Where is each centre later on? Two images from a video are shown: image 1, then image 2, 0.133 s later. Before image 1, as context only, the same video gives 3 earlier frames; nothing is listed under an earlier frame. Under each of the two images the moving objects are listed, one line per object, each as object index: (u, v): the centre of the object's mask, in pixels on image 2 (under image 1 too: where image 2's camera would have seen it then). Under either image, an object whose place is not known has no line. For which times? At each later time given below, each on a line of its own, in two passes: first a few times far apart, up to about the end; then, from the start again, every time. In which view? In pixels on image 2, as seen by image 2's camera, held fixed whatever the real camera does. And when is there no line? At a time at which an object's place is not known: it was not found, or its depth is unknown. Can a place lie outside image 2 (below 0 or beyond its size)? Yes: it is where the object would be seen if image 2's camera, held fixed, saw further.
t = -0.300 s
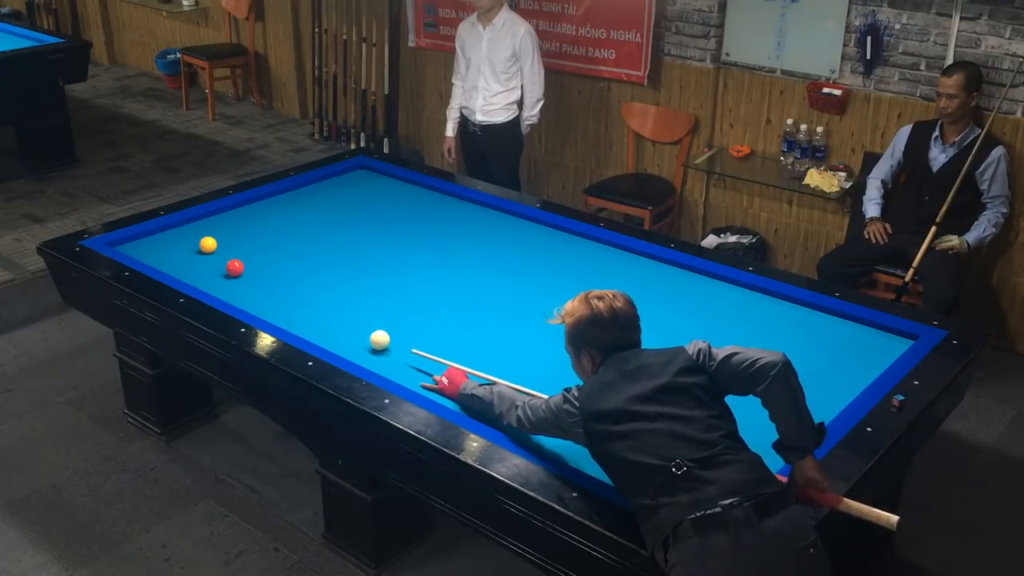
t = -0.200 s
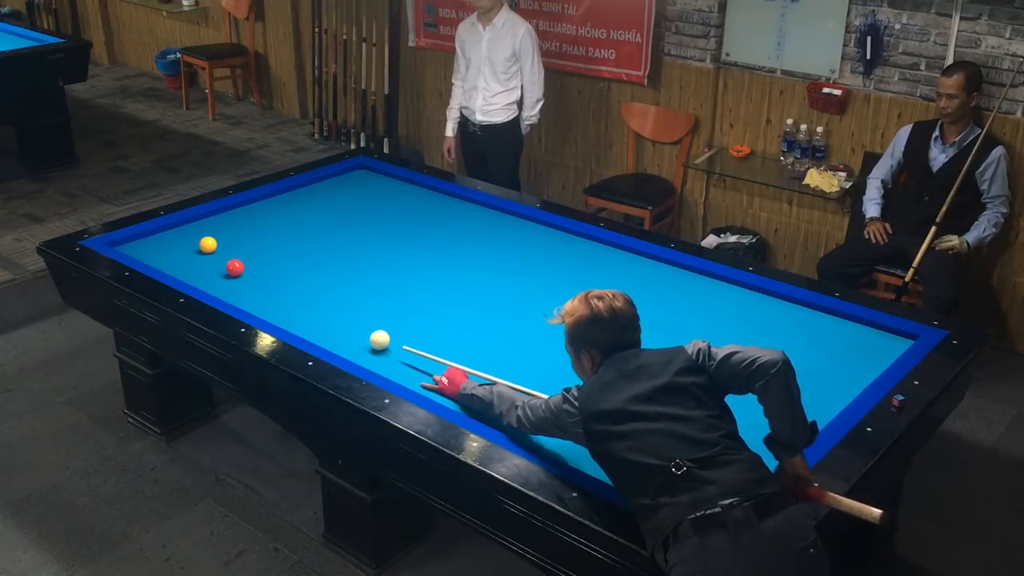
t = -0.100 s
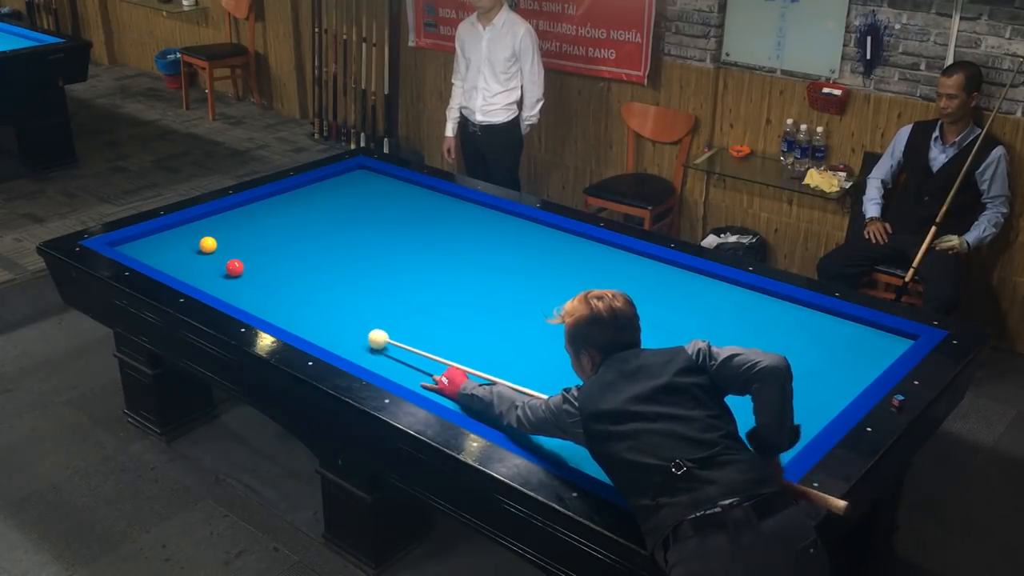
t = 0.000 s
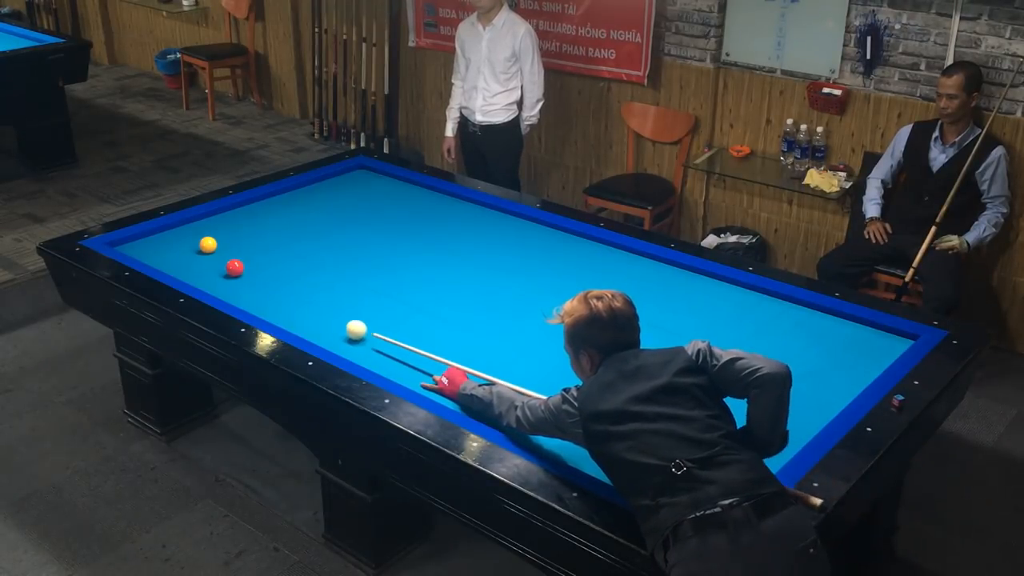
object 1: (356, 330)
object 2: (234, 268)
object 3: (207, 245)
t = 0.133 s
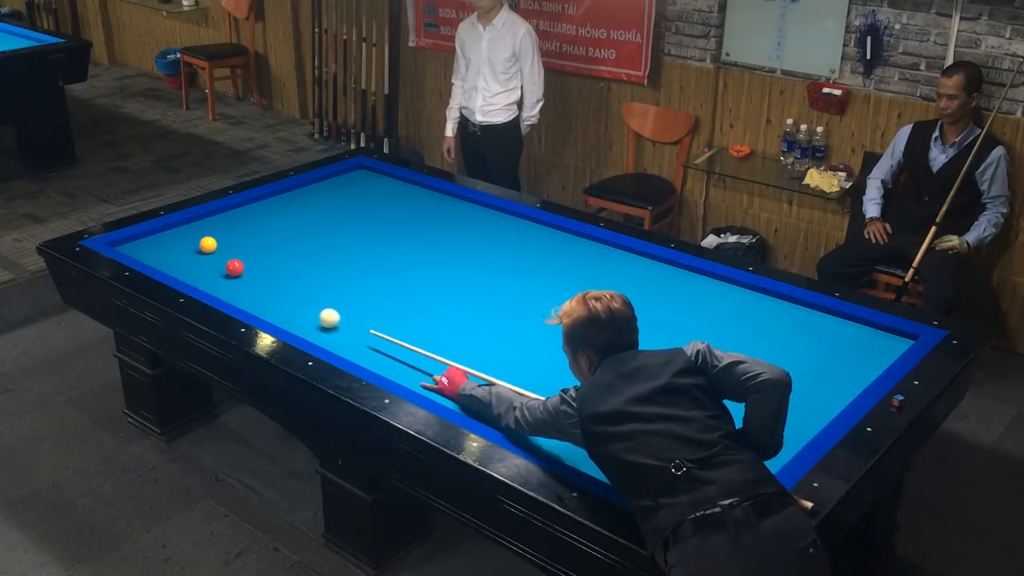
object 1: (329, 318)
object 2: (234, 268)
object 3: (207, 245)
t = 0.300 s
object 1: (297, 305)
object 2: (234, 268)
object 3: (207, 245)
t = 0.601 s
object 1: (245, 282)
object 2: (234, 267)
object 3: (207, 246)
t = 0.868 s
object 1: (196, 271)
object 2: (239, 261)
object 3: (207, 245)
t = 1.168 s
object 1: (155, 261)
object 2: (245, 251)
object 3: (207, 245)
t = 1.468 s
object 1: (141, 247)
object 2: (251, 242)
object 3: (207, 245)
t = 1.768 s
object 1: (142, 240)
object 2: (256, 234)
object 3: (207, 246)
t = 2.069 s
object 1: (161, 244)
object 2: (260, 226)
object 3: (207, 245)
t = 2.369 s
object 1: (180, 247)
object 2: (265, 219)
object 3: (207, 245)
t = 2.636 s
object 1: (194, 250)
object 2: (269, 213)
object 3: (210, 244)
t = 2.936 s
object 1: (204, 255)
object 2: (273, 208)
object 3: (216, 243)
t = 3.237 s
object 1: (214, 259)
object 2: (276, 202)
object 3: (220, 242)
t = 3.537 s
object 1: (224, 262)
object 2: (280, 197)
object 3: (223, 241)
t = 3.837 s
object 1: (233, 265)
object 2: (283, 192)
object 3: (226, 241)
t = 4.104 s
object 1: (240, 268)
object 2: (288, 190)
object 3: (227, 241)
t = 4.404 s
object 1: (247, 271)
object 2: (295, 190)
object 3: (227, 241)
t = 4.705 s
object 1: (254, 273)
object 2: (302, 189)
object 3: (227, 241)
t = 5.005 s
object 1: (260, 274)
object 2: (307, 189)
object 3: (227, 241)
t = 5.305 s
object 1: (265, 276)
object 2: (311, 188)
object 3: (227, 241)
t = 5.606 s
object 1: (269, 277)
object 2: (314, 188)
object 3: (227, 241)
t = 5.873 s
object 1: (272, 277)
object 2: (317, 188)
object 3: (227, 241)
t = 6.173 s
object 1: (274, 278)
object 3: (227, 241)
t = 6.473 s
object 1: (275, 278)
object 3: (227, 241)
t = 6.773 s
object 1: (275, 278)
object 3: (227, 241)
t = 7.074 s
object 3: (227, 241)
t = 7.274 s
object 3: (227, 241)
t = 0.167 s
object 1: (322, 315)
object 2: (234, 268)
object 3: (207, 245)
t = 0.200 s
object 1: (316, 313)
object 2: (234, 268)
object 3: (207, 245)
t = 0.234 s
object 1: (310, 310)
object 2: (234, 268)
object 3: (207, 245)
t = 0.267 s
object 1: (303, 307)
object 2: (234, 268)
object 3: (207, 245)
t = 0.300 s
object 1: (297, 305)
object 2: (234, 268)
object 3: (207, 245)
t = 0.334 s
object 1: (291, 302)
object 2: (234, 268)
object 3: (207, 245)
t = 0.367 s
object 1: (285, 299)
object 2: (234, 268)
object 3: (207, 245)
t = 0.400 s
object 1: (279, 297)
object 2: (234, 268)
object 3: (207, 245)
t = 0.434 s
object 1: (273, 294)
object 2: (234, 268)
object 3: (207, 245)
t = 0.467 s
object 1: (267, 292)
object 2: (234, 268)
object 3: (207, 245)
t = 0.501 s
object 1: (261, 289)
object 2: (234, 268)
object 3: (207, 245)
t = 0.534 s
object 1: (256, 287)
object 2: (234, 268)
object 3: (207, 245)
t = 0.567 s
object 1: (250, 285)
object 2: (234, 268)
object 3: (207, 245)
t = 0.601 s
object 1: (245, 282)
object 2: (234, 267)
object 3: (207, 246)
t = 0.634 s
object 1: (239, 280)
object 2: (234, 266)
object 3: (207, 246)
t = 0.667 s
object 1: (233, 277)
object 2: (235, 265)
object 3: (207, 245)
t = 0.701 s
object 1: (228, 275)
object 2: (236, 265)
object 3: (207, 245)
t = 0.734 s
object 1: (221, 274)
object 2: (236, 266)
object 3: (207, 245)
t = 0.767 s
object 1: (215, 274)
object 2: (236, 264)
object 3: (207, 245)
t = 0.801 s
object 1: (209, 273)
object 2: (237, 263)
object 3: (207, 245)
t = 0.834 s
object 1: (203, 272)
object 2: (238, 262)
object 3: (207, 245)
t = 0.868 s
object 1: (196, 271)
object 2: (239, 261)
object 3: (207, 245)
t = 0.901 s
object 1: (190, 270)
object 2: (239, 260)
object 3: (207, 245)
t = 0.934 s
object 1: (184, 270)
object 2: (240, 259)
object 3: (207, 245)
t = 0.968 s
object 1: (178, 269)
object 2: (241, 258)
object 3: (207, 245)
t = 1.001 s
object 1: (172, 267)
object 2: (241, 256)
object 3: (207, 245)
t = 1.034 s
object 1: (166, 266)
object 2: (242, 255)
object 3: (207, 245)
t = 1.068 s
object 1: (161, 265)
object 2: (243, 254)
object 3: (207, 245)
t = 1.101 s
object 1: (159, 263)
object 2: (243, 253)
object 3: (207, 245)
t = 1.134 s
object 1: (157, 262)
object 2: (244, 252)
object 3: (207, 245)
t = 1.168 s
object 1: (155, 261)
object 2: (245, 251)
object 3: (207, 245)
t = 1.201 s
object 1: (154, 259)
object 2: (245, 250)
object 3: (207, 245)
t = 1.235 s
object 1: (152, 257)
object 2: (246, 249)
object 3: (207, 245)
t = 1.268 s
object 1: (150, 256)
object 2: (247, 248)
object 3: (207, 245)
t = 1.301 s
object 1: (149, 254)
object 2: (247, 247)
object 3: (207, 245)
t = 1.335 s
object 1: (147, 253)
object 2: (248, 246)
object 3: (207, 245)
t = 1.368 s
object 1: (145, 251)
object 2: (249, 245)
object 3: (207, 245)
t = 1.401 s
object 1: (144, 250)
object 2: (249, 244)
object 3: (207, 245)
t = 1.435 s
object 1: (142, 248)
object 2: (250, 243)
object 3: (207, 245)
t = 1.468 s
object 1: (141, 247)
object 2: (251, 242)
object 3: (207, 245)
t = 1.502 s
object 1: (139, 245)
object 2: (251, 241)
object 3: (207, 245)
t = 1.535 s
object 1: (138, 244)
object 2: (252, 240)
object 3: (207, 246)
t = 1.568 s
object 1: (137, 242)
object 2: (252, 239)
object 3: (207, 246)
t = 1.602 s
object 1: (135, 240)
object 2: (253, 238)
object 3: (207, 246)
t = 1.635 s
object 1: (134, 239)
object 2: (253, 237)
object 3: (207, 245)
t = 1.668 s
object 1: (135, 239)
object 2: (254, 236)
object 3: (207, 246)
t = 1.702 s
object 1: (137, 240)
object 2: (255, 235)
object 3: (207, 246)
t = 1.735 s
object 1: (140, 240)
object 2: (255, 234)
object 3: (207, 246)
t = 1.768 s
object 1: (142, 240)
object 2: (256, 234)
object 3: (207, 246)
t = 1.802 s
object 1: (144, 241)
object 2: (256, 232)
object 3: (207, 245)
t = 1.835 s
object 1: (146, 241)
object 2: (257, 232)
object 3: (207, 245)
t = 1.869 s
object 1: (149, 241)
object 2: (257, 231)
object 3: (207, 245)
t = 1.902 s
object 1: (151, 242)
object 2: (258, 230)
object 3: (207, 245)
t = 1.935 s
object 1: (153, 242)
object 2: (258, 229)
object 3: (207, 245)
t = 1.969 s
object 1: (155, 243)
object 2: (259, 228)
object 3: (207, 245)
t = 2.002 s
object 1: (157, 243)
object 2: (259, 227)
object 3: (207, 245)
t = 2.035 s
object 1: (159, 243)
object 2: (260, 227)
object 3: (207, 245)
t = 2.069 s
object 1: (161, 244)
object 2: (260, 226)
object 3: (207, 245)
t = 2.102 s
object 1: (164, 244)
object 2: (261, 225)
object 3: (207, 245)
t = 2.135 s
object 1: (166, 244)
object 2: (261, 224)
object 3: (207, 245)
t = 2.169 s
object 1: (168, 245)
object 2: (262, 223)
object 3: (207, 245)
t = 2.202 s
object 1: (170, 245)
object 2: (262, 223)
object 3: (207, 245)
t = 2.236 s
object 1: (172, 246)
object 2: (263, 222)
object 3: (207, 245)
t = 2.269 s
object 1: (174, 246)
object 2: (264, 221)
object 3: (207, 245)
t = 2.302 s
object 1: (176, 246)
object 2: (264, 220)
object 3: (207, 245)
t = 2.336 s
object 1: (178, 247)
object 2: (265, 220)
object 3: (207, 245)
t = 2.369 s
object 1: (180, 247)
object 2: (265, 219)
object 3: (207, 245)
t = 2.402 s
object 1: (182, 247)
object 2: (265, 218)
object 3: (207, 245)
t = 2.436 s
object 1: (184, 248)
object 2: (266, 217)
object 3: (207, 245)
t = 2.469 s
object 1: (186, 248)
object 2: (266, 217)
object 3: (207, 245)
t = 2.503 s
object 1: (188, 248)
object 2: (267, 216)
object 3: (207, 245)
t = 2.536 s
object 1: (190, 249)
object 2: (267, 215)
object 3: (208, 245)
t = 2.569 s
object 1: (192, 249)
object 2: (268, 215)
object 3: (208, 245)
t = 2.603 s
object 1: (193, 250)
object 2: (268, 214)
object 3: (209, 245)
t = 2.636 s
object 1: (194, 250)
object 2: (269, 213)
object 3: (210, 244)
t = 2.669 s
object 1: (195, 251)
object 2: (269, 213)
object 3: (210, 245)
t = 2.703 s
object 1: (196, 251)
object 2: (270, 212)
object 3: (211, 244)
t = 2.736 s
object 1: (198, 252)
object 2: (270, 211)
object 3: (212, 244)
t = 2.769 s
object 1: (199, 252)
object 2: (270, 211)
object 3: (213, 244)
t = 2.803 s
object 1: (200, 253)
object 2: (271, 210)
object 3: (213, 244)
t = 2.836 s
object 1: (201, 253)
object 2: (271, 209)
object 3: (214, 244)
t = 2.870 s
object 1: (202, 254)
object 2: (272, 209)
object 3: (215, 243)
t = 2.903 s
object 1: (203, 254)
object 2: (272, 208)
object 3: (215, 243)
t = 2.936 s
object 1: (204, 255)
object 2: (273, 208)
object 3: (216, 243)
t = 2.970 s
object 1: (205, 255)
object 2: (273, 207)
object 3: (216, 243)
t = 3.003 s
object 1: (206, 256)
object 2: (274, 206)
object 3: (217, 243)
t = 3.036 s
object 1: (207, 256)
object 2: (274, 206)
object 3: (217, 242)
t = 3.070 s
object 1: (208, 256)
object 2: (275, 205)
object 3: (218, 242)
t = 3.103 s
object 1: (210, 257)
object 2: (275, 204)
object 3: (218, 242)
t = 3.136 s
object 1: (211, 258)
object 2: (275, 204)
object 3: (218, 242)
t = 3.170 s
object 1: (212, 258)
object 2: (276, 203)
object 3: (219, 242)
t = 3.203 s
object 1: (213, 258)
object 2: (276, 203)
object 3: (219, 242)
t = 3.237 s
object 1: (214, 259)
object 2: (276, 202)
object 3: (220, 242)
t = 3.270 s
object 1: (215, 259)
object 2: (277, 202)
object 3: (220, 242)
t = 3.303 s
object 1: (216, 260)
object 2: (277, 201)
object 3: (221, 242)
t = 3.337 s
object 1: (217, 260)
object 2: (278, 200)
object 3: (221, 242)
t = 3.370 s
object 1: (218, 260)
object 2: (278, 200)
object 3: (221, 242)
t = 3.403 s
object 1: (220, 261)
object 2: (278, 199)
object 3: (222, 242)
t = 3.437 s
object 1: (221, 261)
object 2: (279, 199)
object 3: (222, 242)
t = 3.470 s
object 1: (222, 261)
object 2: (279, 198)
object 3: (223, 242)
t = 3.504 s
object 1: (223, 262)
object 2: (279, 197)
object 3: (223, 242)
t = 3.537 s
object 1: (224, 262)
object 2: (280, 197)
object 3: (223, 241)
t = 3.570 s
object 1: (225, 263)
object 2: (280, 197)
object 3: (224, 242)
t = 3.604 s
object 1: (226, 263)
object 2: (281, 196)
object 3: (224, 242)
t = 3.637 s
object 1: (227, 263)
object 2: (281, 196)
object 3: (224, 242)
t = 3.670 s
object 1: (228, 264)
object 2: (281, 195)
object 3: (224, 242)
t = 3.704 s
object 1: (229, 264)
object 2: (282, 195)
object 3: (225, 241)
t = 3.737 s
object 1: (230, 264)
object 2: (282, 194)
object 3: (225, 241)
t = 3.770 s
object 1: (231, 265)
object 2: (282, 193)
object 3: (225, 241)
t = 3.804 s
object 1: (232, 265)
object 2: (283, 193)
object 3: (225, 241)
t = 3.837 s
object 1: (233, 265)
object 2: (283, 192)
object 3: (226, 241)
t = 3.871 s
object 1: (234, 266)
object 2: (283, 192)
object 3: (226, 241)
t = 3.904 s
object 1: (235, 266)
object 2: (284, 192)
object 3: (226, 241)
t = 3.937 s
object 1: (236, 266)
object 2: (284, 191)
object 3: (226, 241)
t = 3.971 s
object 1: (236, 267)
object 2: (285, 191)
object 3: (226, 241)
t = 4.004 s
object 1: (237, 267)
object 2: (286, 191)
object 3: (226, 241)
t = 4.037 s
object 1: (238, 267)
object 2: (286, 191)
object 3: (227, 241)
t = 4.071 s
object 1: (239, 268)
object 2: (287, 191)
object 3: (227, 241)
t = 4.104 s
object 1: (240, 268)
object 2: (288, 190)
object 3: (227, 241)
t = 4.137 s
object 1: (241, 268)
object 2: (289, 190)
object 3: (227, 241)
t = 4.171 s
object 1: (241, 269)
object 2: (290, 190)
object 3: (227, 241)
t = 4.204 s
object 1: (242, 269)
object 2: (291, 190)
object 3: (227, 241)
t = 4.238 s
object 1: (243, 269)
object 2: (292, 190)
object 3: (227, 241)
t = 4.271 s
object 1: (244, 270)
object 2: (292, 190)
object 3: (227, 241)
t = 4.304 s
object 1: (245, 270)
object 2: (293, 190)
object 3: (227, 241)
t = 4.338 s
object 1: (246, 270)
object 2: (294, 190)
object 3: (227, 241)
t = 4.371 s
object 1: (246, 270)
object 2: (295, 190)
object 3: (227, 241)
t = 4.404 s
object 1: (247, 271)
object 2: (295, 190)
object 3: (227, 241)
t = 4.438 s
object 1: (248, 271)
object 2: (296, 190)
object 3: (227, 241)
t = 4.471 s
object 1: (249, 271)
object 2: (297, 190)
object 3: (227, 241)
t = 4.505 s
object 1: (249, 271)
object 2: (298, 190)
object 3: (227, 241)
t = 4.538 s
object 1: (250, 272)
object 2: (298, 189)
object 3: (227, 241)
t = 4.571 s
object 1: (251, 272)
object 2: (299, 190)
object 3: (227, 241)
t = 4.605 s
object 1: (252, 272)
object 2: (300, 189)
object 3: (227, 241)
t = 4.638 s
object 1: (252, 272)
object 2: (300, 189)
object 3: (227, 241)
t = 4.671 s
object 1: (253, 272)
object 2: (301, 189)
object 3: (227, 241)
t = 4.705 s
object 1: (254, 273)
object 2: (302, 189)
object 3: (227, 241)
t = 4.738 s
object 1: (255, 273)
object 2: (302, 189)
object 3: (227, 241)
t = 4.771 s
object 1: (256, 273)
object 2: (303, 189)
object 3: (227, 241)
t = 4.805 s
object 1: (256, 273)
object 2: (304, 189)
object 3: (227, 241)
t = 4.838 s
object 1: (257, 273)
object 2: (304, 189)
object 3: (227, 241)
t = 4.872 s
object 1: (258, 274)
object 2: (305, 189)
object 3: (227, 241)
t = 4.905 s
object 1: (258, 274)
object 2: (306, 189)
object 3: (227, 241)
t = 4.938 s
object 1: (259, 274)
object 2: (306, 189)
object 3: (227, 241)
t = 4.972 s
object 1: (259, 274)
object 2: (307, 189)
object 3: (227, 241)
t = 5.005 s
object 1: (260, 274)
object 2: (307, 189)
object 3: (227, 241)
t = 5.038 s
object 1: (261, 274)
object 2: (308, 189)
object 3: (227, 241)
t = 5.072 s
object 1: (261, 274)
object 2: (308, 188)
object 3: (227, 241)
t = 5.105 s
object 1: (262, 275)
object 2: (309, 188)
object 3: (227, 241)
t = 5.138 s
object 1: (262, 275)
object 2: (309, 188)
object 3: (227, 241)
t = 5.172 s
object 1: (263, 275)
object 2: (310, 188)
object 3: (227, 241)
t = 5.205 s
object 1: (264, 275)
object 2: (310, 188)
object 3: (227, 241)
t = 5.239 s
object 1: (264, 275)
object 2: (310, 188)
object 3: (227, 241)
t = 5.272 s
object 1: (265, 276)
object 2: (311, 188)
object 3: (227, 241)
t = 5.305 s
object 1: (265, 276)
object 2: (311, 188)
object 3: (227, 241)
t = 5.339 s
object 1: (266, 276)
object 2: (312, 188)
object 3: (227, 241)
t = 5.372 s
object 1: (266, 276)
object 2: (312, 188)
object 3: (227, 241)
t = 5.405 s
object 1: (267, 276)
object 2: (313, 188)
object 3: (227, 241)
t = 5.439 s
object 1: (267, 276)
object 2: (313, 188)
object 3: (227, 241)
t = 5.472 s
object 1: (267, 276)
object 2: (313, 188)
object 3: (227, 241)
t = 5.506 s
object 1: (268, 276)
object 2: (314, 188)
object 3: (227, 241)
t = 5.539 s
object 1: (268, 277)
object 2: (314, 188)
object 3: (227, 241)
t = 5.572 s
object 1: (269, 277)
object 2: (314, 188)
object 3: (227, 241)
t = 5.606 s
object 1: (269, 277)
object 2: (314, 188)
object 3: (227, 241)
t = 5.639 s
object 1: (270, 277)
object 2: (315, 188)
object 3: (227, 241)
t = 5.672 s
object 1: (270, 277)
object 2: (315, 188)
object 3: (227, 241)
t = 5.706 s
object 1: (270, 277)
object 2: (315, 188)
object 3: (227, 241)
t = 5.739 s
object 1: (271, 277)
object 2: (316, 188)
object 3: (227, 241)
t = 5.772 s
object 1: (271, 277)
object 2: (316, 188)
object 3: (227, 241)
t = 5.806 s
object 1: (271, 277)
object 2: (316, 188)
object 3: (227, 241)
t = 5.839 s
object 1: (272, 277)
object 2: (316, 188)
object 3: (227, 241)
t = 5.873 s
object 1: (272, 277)
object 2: (317, 188)
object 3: (227, 241)
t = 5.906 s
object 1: (272, 278)
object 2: (317, 188)
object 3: (227, 241)
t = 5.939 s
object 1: (273, 278)
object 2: (317, 188)
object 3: (227, 241)
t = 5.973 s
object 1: (273, 278)
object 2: (317, 188)
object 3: (227, 241)
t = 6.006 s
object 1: (273, 278)
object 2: (317, 188)
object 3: (227, 241)
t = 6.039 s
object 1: (273, 278)
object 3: (227, 241)
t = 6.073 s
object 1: (273, 278)
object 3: (227, 241)
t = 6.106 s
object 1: (274, 278)
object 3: (227, 241)
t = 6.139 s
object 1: (274, 278)
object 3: (227, 241)
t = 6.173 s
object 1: (274, 278)
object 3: (227, 241)
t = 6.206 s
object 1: (274, 278)
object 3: (227, 241)
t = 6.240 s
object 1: (274, 278)
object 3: (227, 241)
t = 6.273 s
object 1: (275, 278)
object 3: (227, 241)
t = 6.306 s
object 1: (275, 278)
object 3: (227, 241)
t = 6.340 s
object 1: (275, 278)
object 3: (227, 241)
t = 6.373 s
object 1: (275, 278)
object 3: (227, 241)
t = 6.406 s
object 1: (275, 278)
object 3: (227, 241)
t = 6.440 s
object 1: (275, 278)
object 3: (227, 241)
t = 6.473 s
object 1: (275, 278)
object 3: (227, 241)
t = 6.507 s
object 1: (275, 278)
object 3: (227, 241)
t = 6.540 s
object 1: (275, 278)
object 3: (227, 241)
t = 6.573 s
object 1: (275, 278)
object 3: (227, 241)
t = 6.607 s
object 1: (275, 278)
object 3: (227, 241)
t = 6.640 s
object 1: (275, 278)
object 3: (227, 241)
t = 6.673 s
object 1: (275, 278)
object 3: (227, 241)
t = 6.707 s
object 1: (275, 278)
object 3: (227, 241)
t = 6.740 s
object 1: (275, 278)
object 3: (227, 241)
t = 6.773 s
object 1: (275, 278)
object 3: (227, 241)
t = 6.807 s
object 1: (275, 278)
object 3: (227, 241)
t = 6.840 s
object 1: (275, 278)
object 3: (227, 241)
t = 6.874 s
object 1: (275, 278)
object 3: (227, 241)
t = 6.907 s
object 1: (275, 278)
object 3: (227, 241)
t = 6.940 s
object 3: (227, 241)
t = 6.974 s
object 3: (227, 241)
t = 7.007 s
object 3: (227, 241)
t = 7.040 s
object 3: (227, 241)
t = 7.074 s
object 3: (227, 241)
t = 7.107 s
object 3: (227, 241)
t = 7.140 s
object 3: (227, 241)
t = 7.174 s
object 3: (227, 241)
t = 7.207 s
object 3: (227, 241)
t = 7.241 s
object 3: (227, 241)
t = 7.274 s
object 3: (227, 241)
